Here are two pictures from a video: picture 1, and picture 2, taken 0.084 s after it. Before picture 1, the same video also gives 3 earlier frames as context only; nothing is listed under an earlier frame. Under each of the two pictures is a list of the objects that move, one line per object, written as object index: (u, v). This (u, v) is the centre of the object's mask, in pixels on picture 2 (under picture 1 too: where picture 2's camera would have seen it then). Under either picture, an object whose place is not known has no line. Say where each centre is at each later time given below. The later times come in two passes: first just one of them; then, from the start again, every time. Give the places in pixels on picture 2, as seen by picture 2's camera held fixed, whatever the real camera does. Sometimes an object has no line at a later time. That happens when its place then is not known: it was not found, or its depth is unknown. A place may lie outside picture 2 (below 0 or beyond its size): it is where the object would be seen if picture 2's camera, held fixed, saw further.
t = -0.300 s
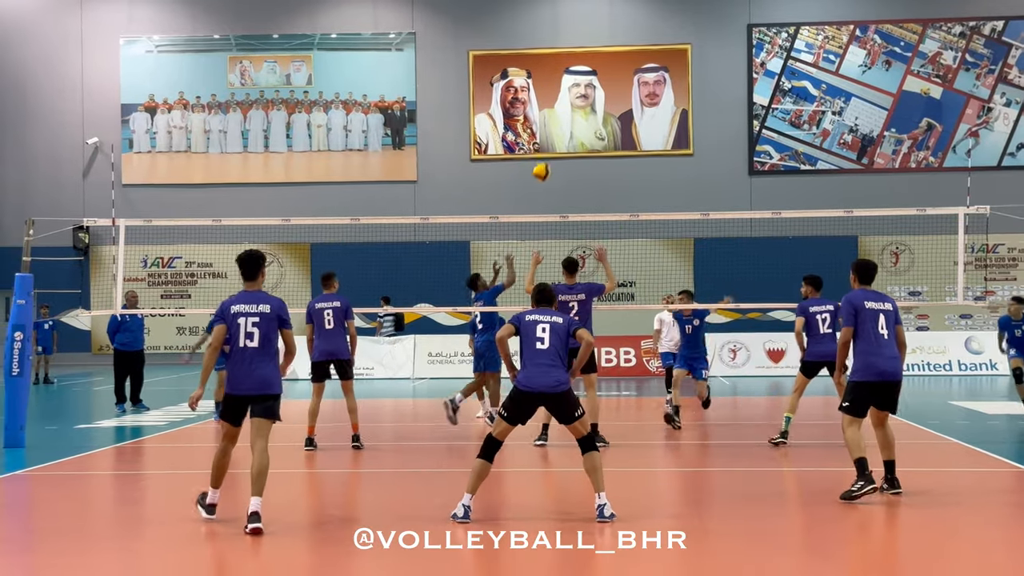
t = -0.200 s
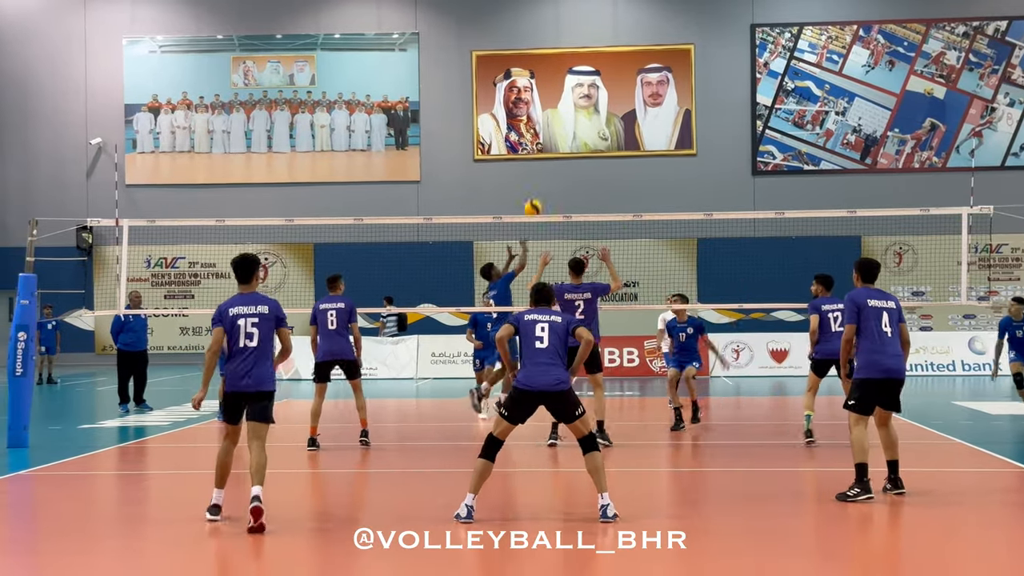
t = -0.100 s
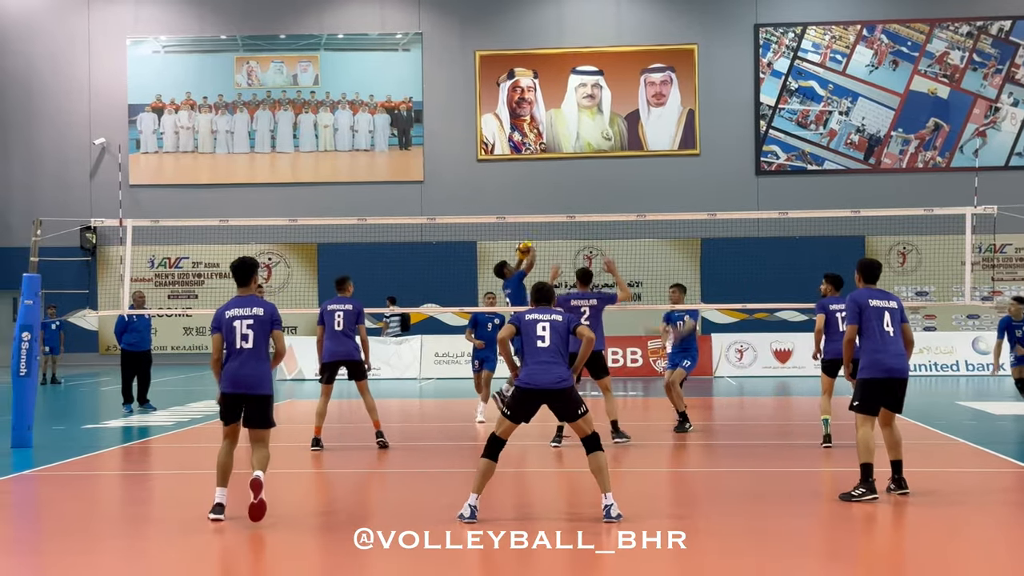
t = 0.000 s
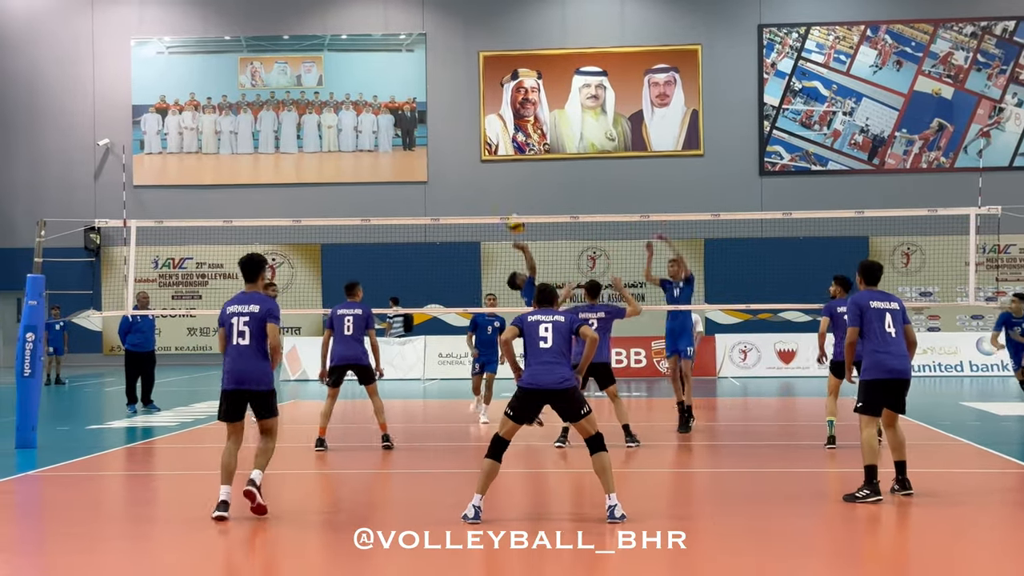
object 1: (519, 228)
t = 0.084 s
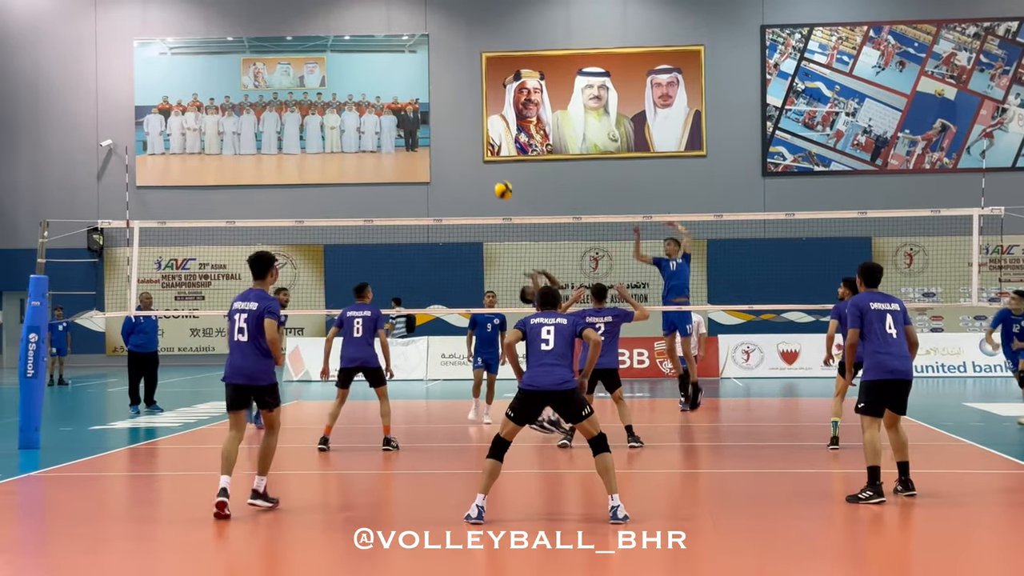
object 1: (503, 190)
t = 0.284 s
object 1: (469, 134)
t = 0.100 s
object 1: (500, 184)
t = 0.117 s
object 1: (497, 179)
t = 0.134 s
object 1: (494, 174)
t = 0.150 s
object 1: (492, 168)
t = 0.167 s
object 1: (489, 163)
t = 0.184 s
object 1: (486, 158)
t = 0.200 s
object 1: (483, 154)
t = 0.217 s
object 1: (482, 150)
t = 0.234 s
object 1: (477, 145)
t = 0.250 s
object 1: (475, 141)
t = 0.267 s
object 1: (472, 138)
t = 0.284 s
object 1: (469, 134)
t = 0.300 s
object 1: (465, 131)
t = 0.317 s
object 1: (463, 128)
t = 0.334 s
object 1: (460, 126)
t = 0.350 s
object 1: (458, 123)
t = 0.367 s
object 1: (455, 121)
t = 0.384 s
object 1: (452, 119)
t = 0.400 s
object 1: (450, 117)
